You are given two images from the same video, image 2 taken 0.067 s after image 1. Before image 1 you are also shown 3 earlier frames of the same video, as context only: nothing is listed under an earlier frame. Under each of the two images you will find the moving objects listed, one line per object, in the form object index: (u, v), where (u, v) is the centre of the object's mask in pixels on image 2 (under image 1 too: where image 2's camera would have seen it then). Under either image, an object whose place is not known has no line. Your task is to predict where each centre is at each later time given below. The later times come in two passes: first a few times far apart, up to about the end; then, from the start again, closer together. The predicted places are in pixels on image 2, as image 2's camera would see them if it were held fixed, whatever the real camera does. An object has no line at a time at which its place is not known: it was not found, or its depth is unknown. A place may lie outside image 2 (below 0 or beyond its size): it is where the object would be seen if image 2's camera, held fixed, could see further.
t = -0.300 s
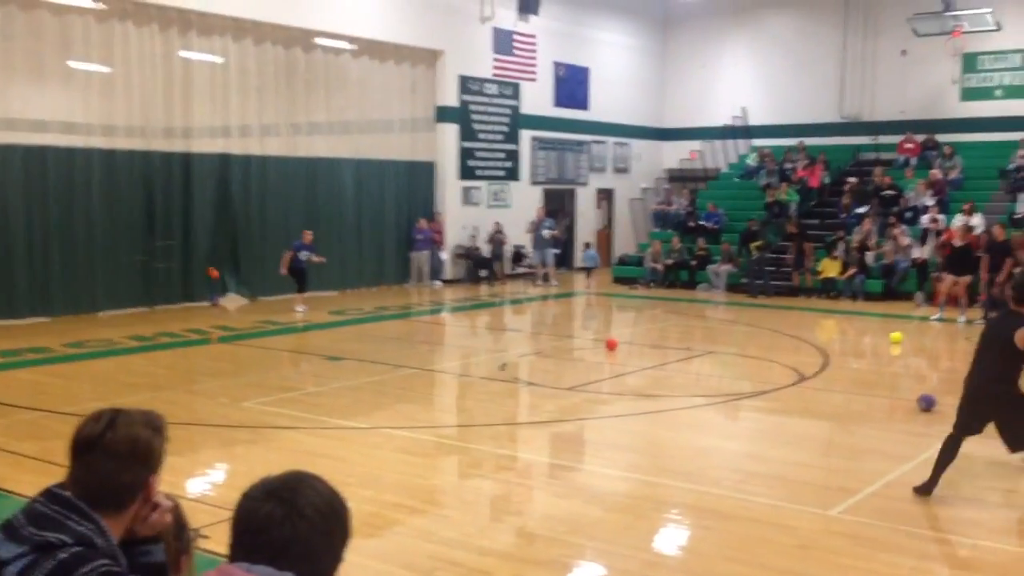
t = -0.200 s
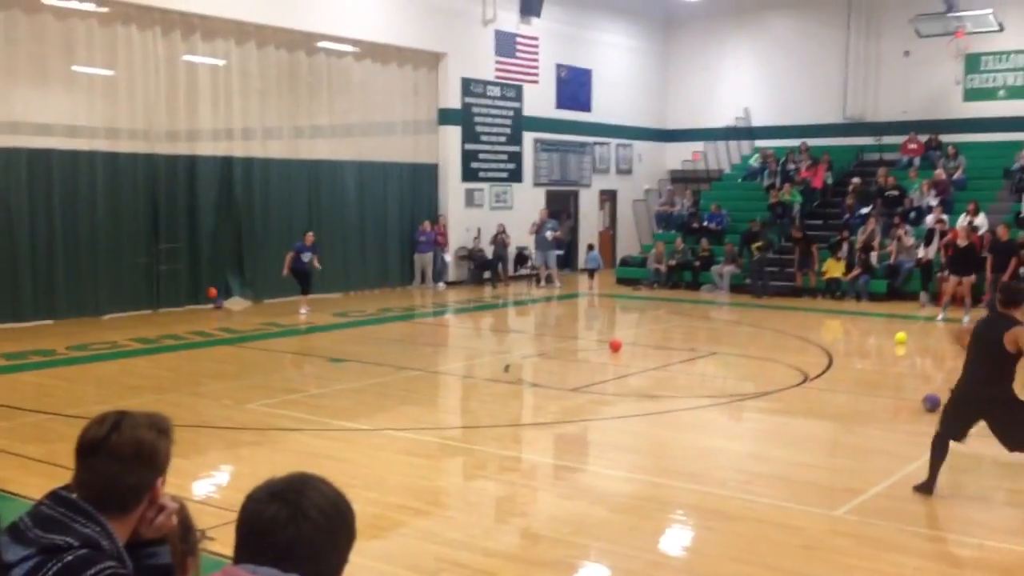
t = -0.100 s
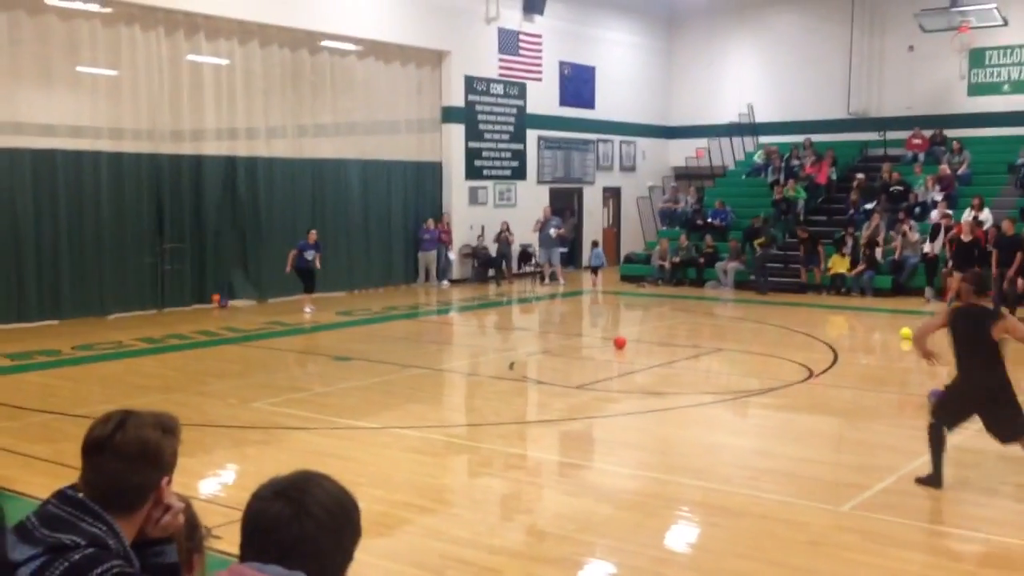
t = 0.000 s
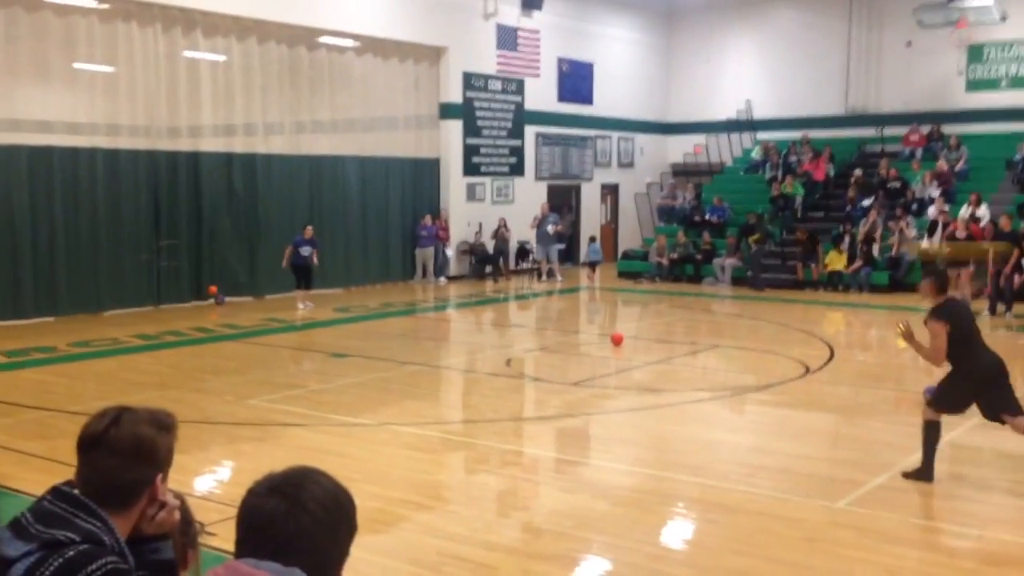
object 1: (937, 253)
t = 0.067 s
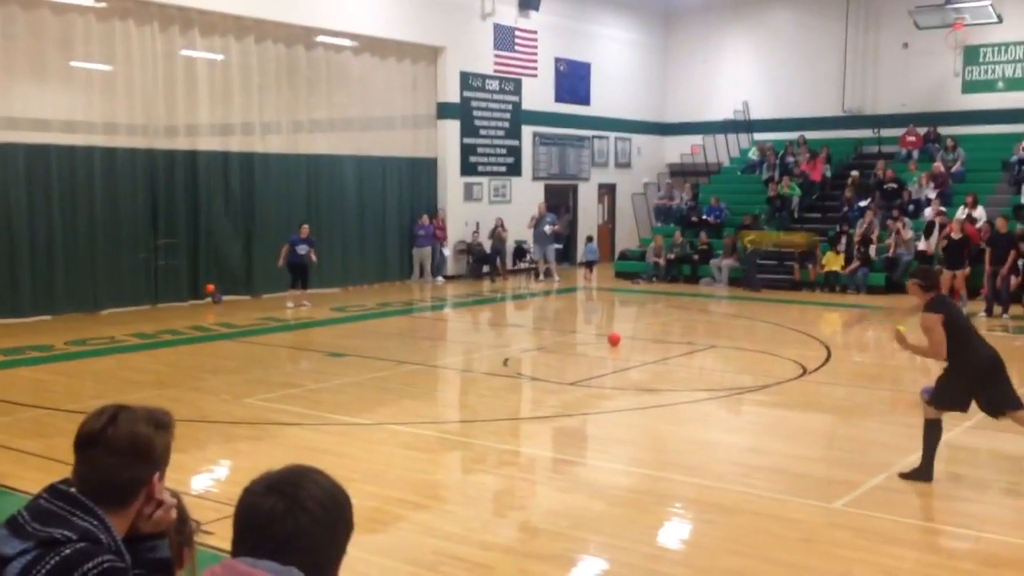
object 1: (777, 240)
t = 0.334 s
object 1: (407, 203)
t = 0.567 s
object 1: (255, 181)
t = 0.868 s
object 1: (232, 194)
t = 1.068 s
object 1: (258, 231)
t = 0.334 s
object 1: (407, 203)
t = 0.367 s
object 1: (380, 200)
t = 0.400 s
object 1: (357, 196)
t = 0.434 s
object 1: (335, 194)
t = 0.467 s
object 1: (312, 191)
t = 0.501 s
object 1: (292, 187)
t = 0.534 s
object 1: (271, 184)
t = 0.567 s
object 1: (255, 181)
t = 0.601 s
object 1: (239, 179)
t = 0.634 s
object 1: (225, 177)
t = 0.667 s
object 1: (211, 175)
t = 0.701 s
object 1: (210, 176)
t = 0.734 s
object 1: (214, 179)
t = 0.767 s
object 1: (218, 182)
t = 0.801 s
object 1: (223, 185)
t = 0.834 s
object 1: (228, 189)
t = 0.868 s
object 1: (232, 194)
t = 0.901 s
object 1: (236, 198)
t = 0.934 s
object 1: (241, 204)
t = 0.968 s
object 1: (245, 210)
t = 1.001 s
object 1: (249, 216)
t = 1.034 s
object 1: (254, 224)
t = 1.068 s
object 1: (258, 231)
